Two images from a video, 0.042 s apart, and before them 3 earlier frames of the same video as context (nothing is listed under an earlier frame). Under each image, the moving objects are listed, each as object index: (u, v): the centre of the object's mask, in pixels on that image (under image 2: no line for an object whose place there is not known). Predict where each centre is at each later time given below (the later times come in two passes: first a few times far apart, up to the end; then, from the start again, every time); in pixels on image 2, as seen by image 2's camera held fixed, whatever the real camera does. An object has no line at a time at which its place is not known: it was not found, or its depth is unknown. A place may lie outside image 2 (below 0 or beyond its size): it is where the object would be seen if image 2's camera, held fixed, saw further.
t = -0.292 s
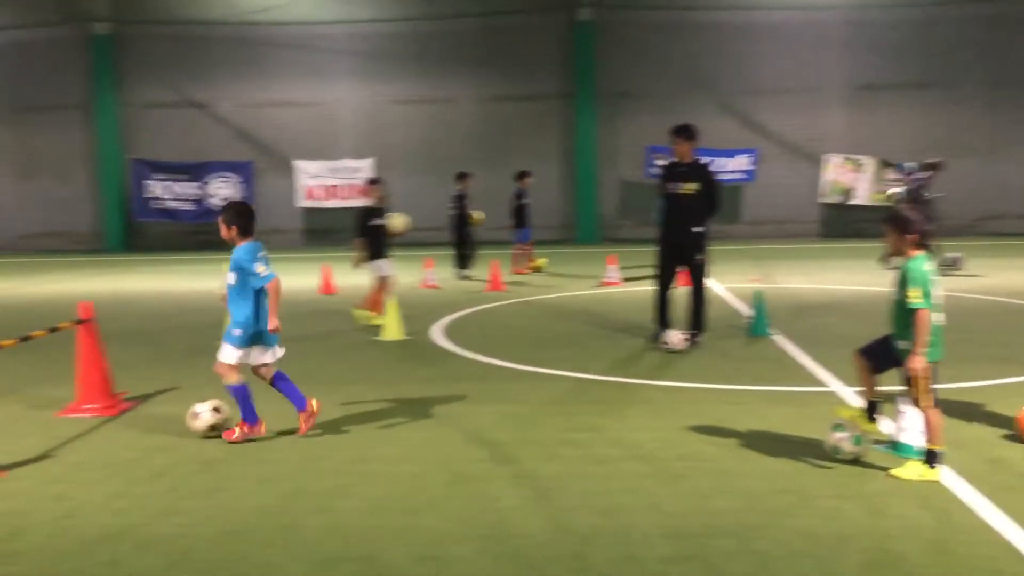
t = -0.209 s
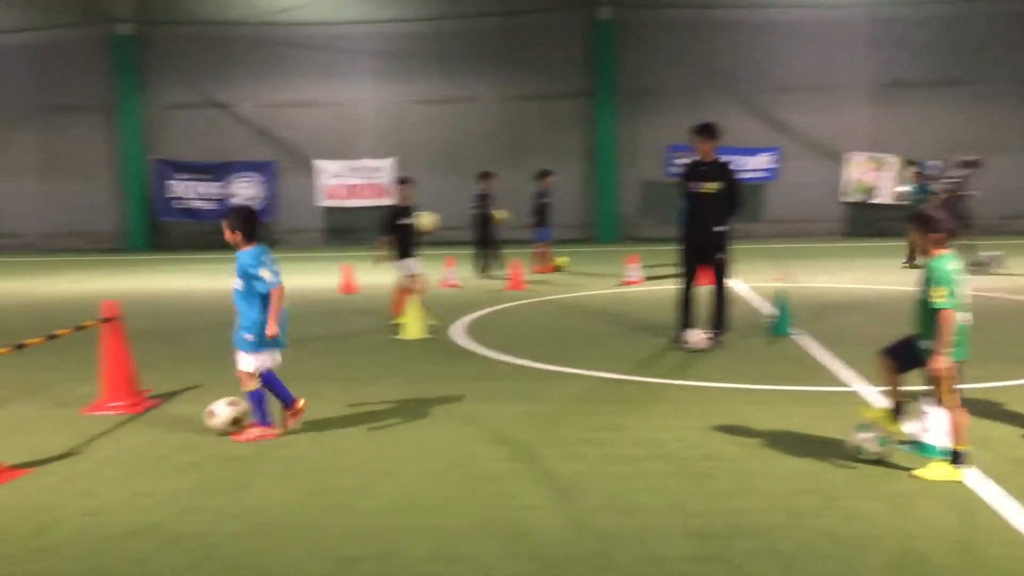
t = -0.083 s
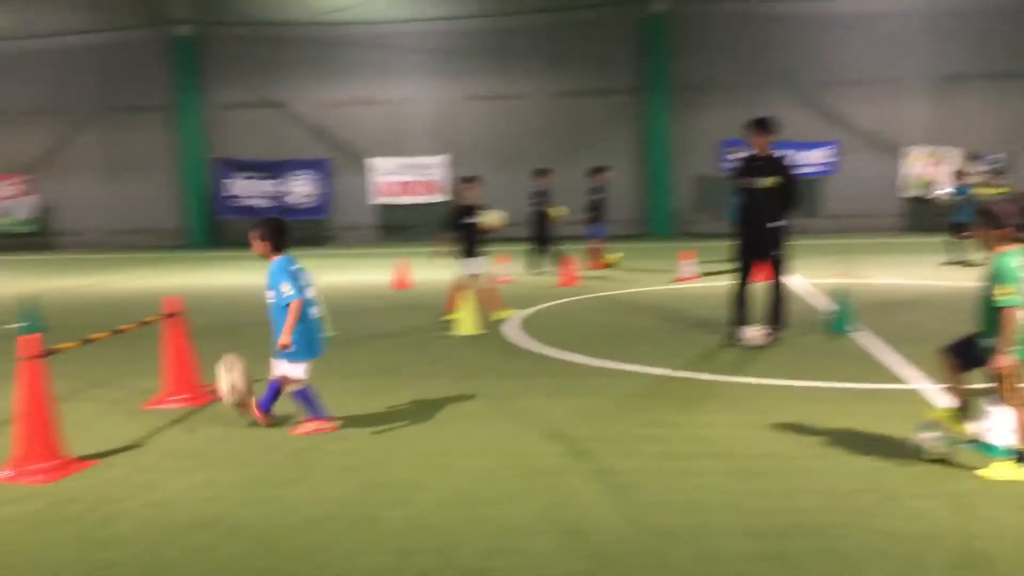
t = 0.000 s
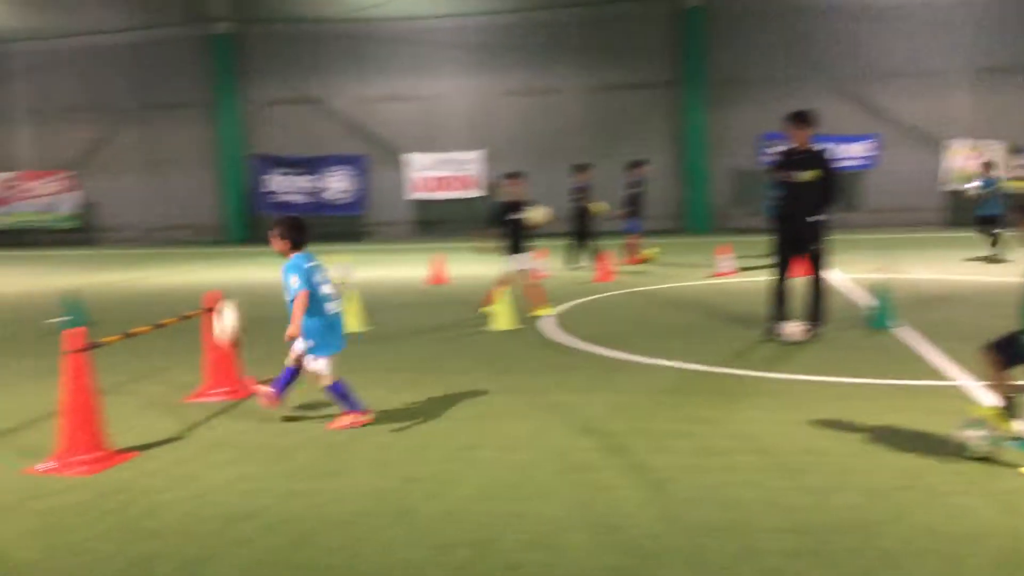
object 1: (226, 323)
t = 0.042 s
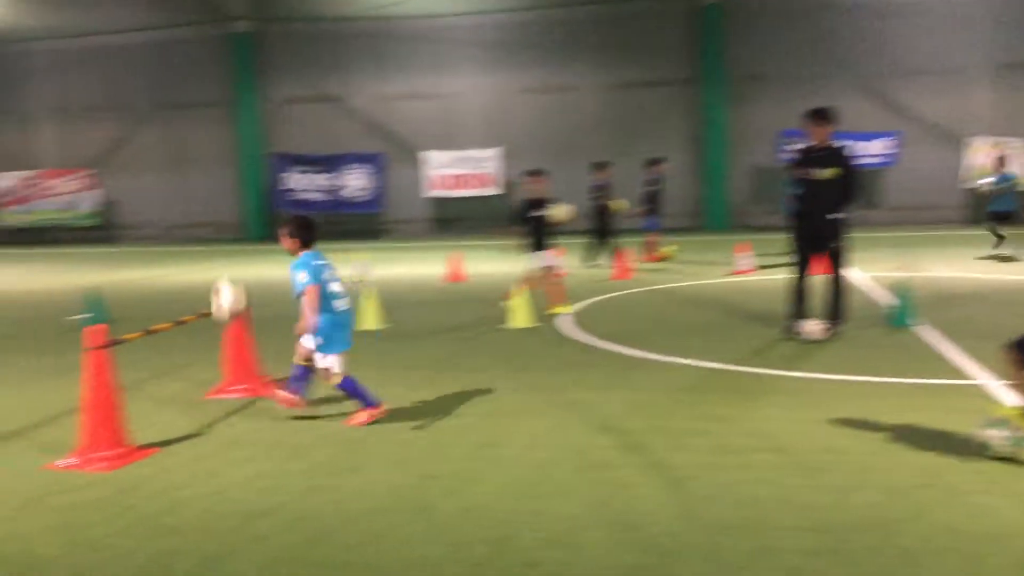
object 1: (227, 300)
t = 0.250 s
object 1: (127, 235)
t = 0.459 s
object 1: (30, 244)
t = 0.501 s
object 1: (12, 253)
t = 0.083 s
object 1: (209, 281)
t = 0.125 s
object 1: (190, 266)
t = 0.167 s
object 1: (168, 253)
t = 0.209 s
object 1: (149, 242)
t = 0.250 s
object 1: (127, 235)
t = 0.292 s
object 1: (108, 231)
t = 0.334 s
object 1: (87, 230)
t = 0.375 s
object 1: (67, 231)
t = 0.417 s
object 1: (49, 236)
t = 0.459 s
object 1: (30, 244)
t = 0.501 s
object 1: (12, 253)
